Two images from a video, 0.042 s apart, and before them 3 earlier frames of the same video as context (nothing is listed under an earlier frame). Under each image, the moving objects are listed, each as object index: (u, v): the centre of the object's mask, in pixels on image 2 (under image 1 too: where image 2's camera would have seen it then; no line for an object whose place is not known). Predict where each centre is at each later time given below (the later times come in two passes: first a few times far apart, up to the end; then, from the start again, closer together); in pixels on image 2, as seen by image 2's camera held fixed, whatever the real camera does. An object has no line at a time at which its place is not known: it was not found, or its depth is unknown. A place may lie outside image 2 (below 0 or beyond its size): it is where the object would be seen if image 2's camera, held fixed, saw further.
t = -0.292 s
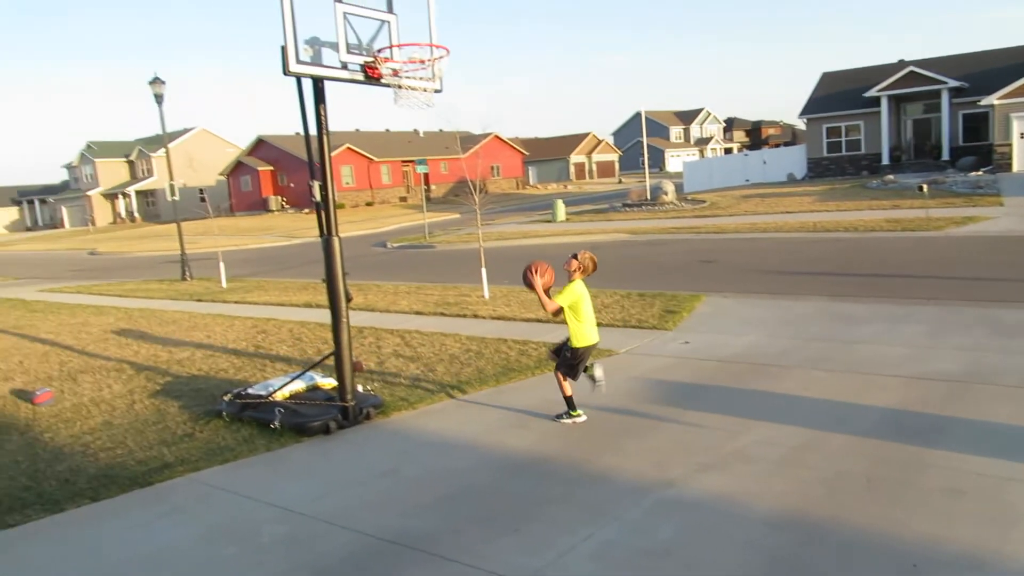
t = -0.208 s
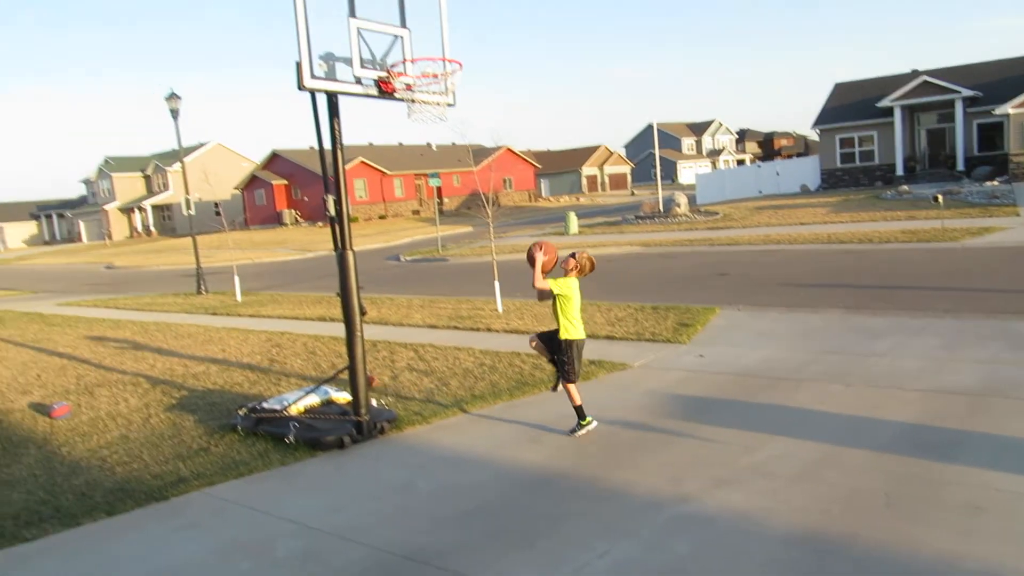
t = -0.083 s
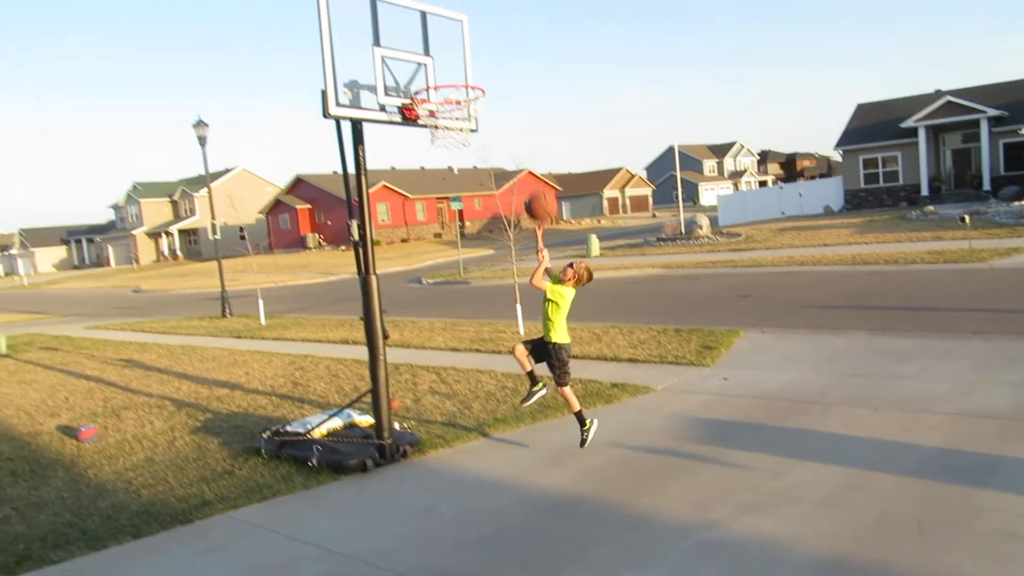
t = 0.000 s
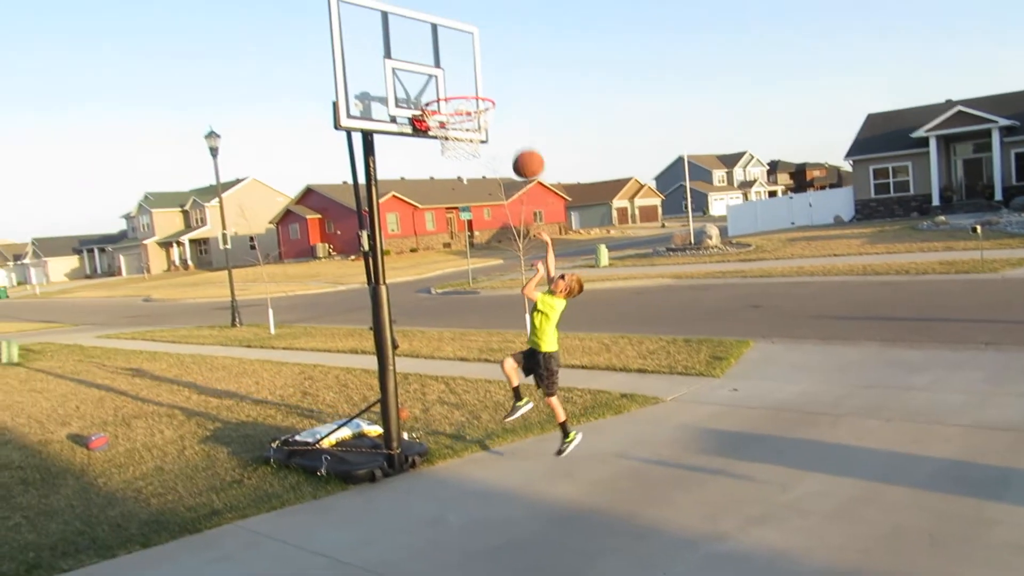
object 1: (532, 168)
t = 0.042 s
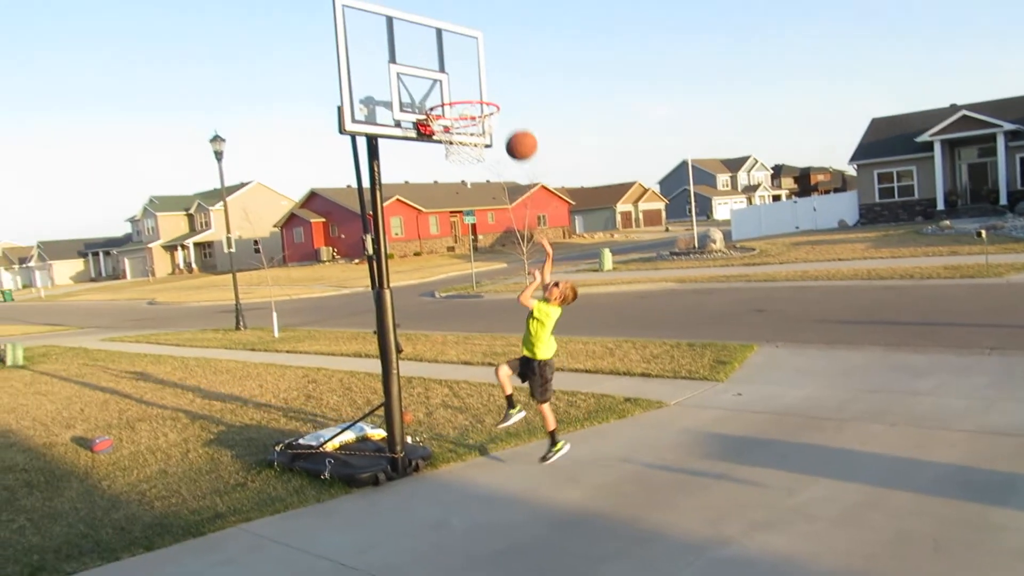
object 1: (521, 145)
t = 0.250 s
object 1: (469, 63)
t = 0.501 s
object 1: (441, 48)
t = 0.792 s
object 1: (468, 96)
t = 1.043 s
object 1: (468, 137)
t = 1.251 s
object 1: (453, 188)
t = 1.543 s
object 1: (442, 362)
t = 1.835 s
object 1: (435, 404)
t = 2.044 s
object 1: (431, 322)
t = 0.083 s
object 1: (511, 124)
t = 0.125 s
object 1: (503, 104)
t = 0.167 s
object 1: (490, 89)
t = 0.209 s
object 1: (480, 75)
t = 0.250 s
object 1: (469, 63)
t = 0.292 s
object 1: (459, 53)
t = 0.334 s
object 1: (450, 47)
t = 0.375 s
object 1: (447, 43)
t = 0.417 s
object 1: (445, 42)
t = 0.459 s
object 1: (443, 44)
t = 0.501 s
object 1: (441, 48)
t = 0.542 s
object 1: (440, 55)
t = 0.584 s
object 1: (439, 64)
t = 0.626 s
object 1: (438, 77)
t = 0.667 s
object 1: (437, 92)
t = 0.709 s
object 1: (445, 95)
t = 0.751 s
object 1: (456, 94)
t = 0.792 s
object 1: (468, 96)
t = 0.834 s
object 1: (479, 101)
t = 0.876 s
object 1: (479, 105)
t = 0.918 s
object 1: (477, 112)
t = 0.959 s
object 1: (477, 120)
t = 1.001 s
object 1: (473, 129)
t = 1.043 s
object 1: (468, 137)
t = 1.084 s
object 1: (464, 148)
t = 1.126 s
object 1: (461, 156)
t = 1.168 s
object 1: (458, 164)
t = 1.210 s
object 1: (454, 175)
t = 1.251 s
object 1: (453, 188)
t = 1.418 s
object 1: (446, 270)
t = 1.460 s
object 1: (443, 299)
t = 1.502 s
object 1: (443, 328)
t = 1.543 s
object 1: (442, 362)
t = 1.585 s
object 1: (441, 398)
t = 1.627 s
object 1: (441, 438)
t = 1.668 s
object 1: (440, 481)
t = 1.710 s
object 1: (439, 482)
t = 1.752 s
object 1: (438, 453)
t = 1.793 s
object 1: (436, 429)
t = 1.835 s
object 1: (435, 404)
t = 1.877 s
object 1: (433, 383)
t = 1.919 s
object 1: (433, 363)
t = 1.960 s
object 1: (432, 346)
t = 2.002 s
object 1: (432, 331)
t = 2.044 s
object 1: (431, 322)
